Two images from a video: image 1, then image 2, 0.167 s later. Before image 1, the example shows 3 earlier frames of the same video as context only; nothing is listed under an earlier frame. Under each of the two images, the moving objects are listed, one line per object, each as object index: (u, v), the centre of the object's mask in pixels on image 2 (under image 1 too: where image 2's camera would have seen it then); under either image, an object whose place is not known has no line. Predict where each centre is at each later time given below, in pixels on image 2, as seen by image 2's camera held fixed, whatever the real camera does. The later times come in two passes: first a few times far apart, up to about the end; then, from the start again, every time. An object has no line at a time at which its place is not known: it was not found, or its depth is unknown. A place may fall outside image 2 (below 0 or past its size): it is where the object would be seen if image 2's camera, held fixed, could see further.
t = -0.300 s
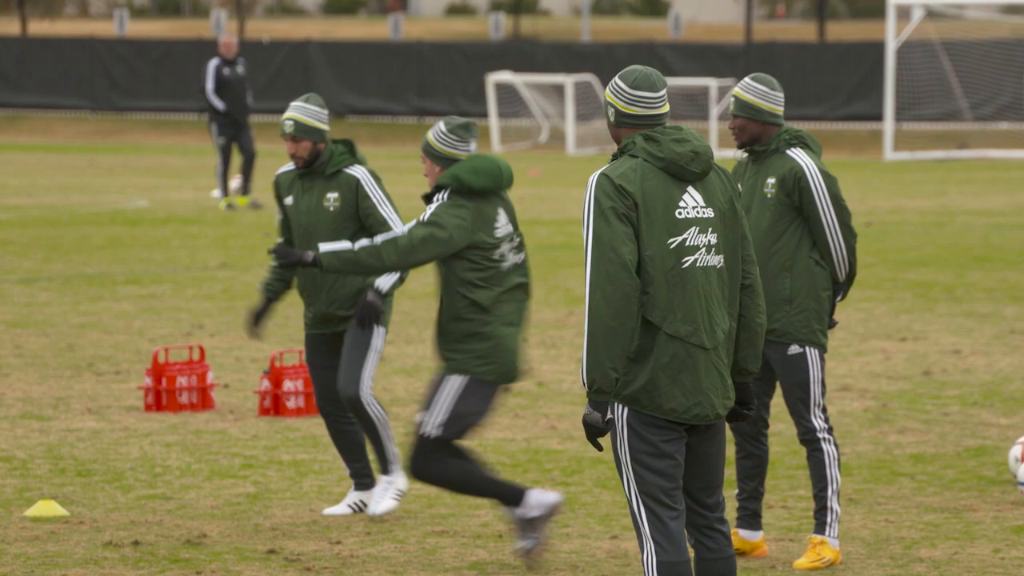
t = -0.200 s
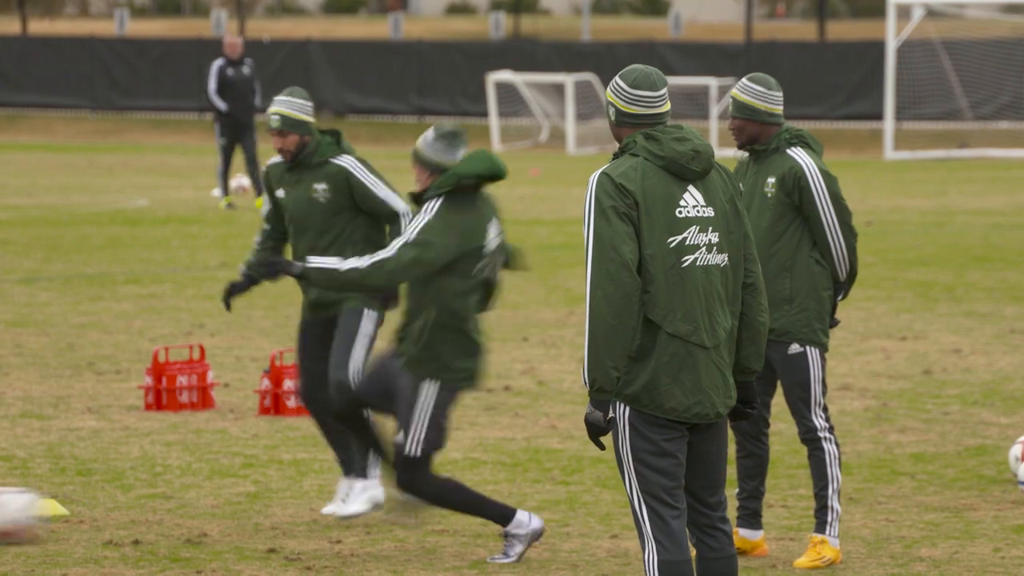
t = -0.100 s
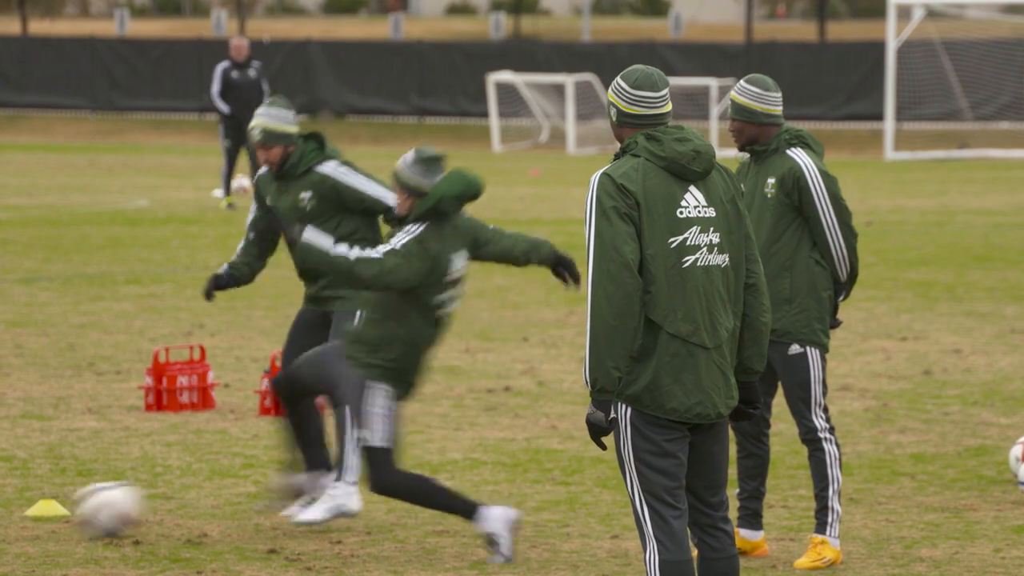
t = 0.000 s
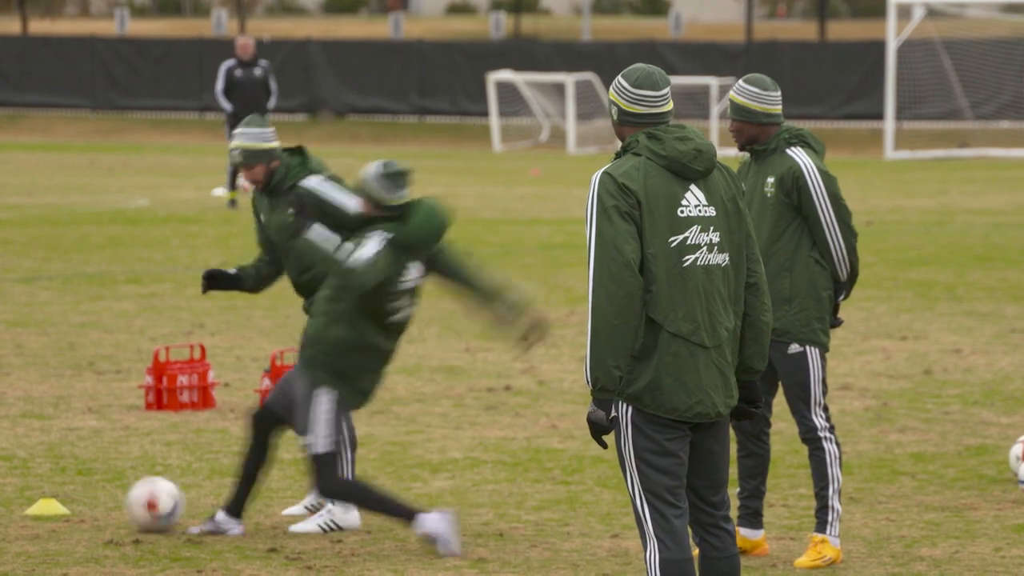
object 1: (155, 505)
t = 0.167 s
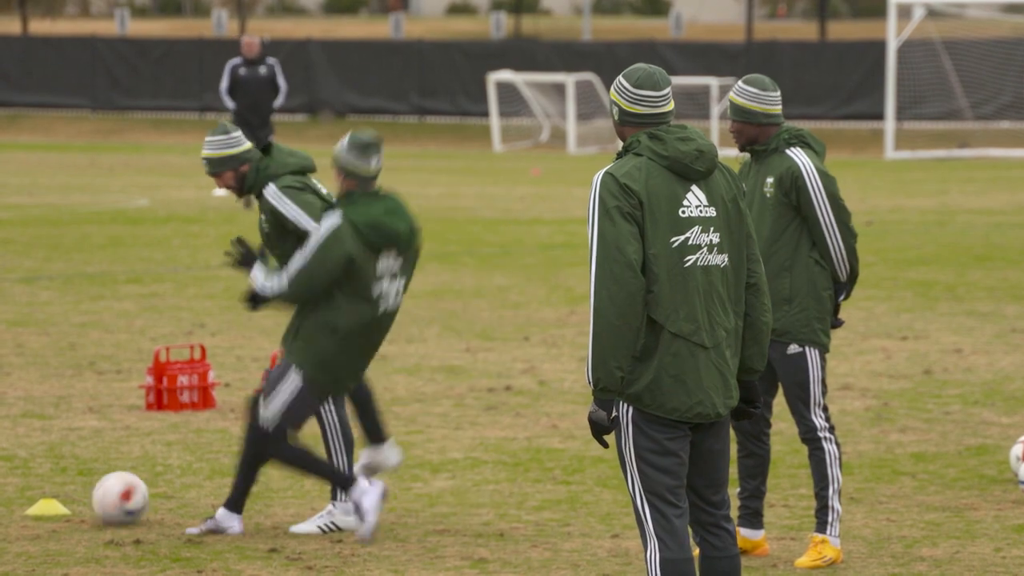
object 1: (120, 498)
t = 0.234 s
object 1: (114, 495)
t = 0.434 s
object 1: (126, 489)
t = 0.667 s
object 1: (184, 480)
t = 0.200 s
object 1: (117, 497)
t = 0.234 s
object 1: (114, 495)
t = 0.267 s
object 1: (113, 495)
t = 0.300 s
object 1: (113, 494)
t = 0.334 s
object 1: (114, 492)
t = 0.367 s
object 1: (118, 490)
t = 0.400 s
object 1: (122, 488)
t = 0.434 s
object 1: (126, 489)
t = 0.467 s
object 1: (131, 487)
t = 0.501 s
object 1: (138, 486)
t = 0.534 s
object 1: (146, 485)
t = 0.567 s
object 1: (154, 483)
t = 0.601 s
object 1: (164, 482)
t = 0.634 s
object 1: (175, 481)
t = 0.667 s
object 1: (184, 480)
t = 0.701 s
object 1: (194, 477)
